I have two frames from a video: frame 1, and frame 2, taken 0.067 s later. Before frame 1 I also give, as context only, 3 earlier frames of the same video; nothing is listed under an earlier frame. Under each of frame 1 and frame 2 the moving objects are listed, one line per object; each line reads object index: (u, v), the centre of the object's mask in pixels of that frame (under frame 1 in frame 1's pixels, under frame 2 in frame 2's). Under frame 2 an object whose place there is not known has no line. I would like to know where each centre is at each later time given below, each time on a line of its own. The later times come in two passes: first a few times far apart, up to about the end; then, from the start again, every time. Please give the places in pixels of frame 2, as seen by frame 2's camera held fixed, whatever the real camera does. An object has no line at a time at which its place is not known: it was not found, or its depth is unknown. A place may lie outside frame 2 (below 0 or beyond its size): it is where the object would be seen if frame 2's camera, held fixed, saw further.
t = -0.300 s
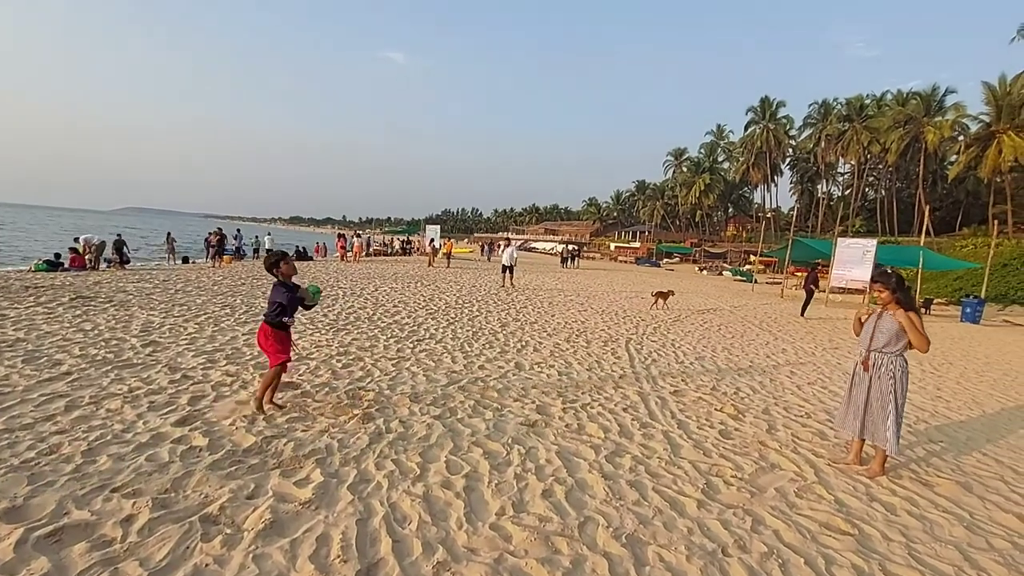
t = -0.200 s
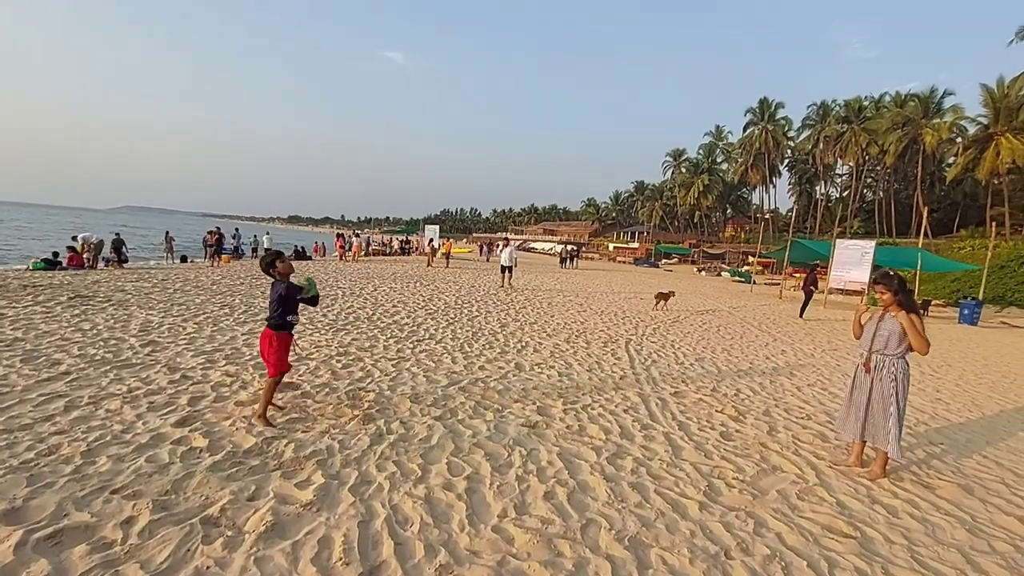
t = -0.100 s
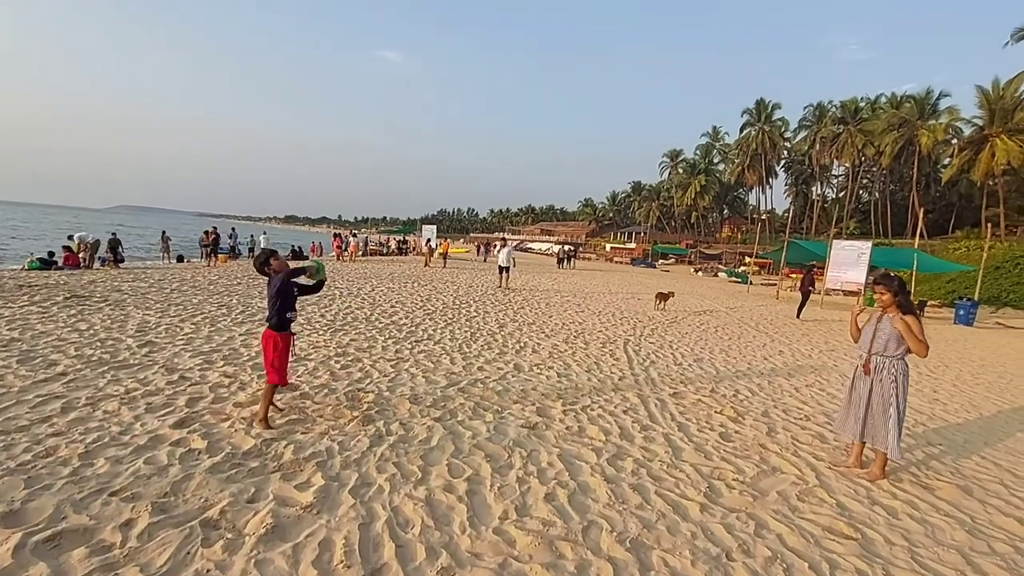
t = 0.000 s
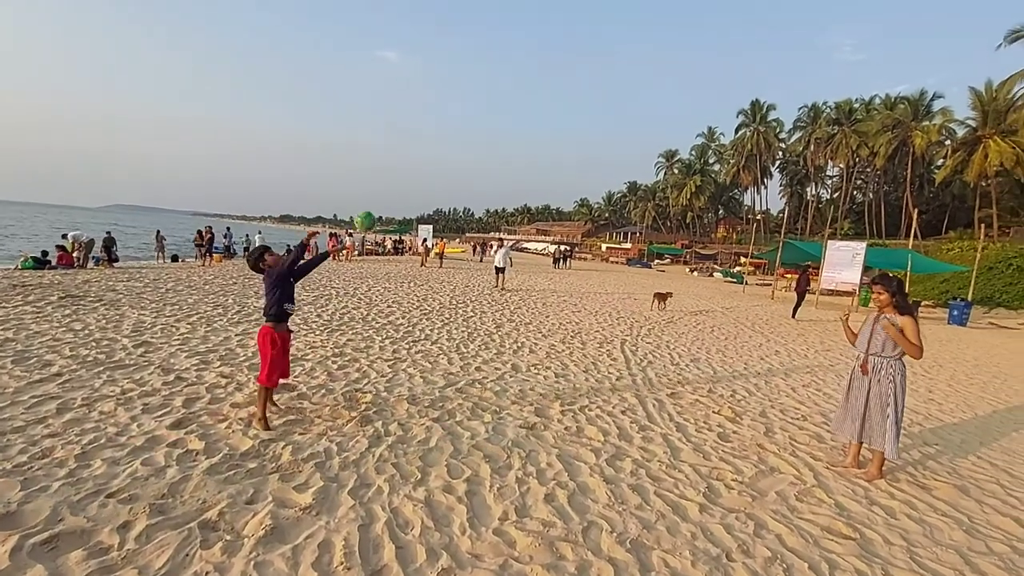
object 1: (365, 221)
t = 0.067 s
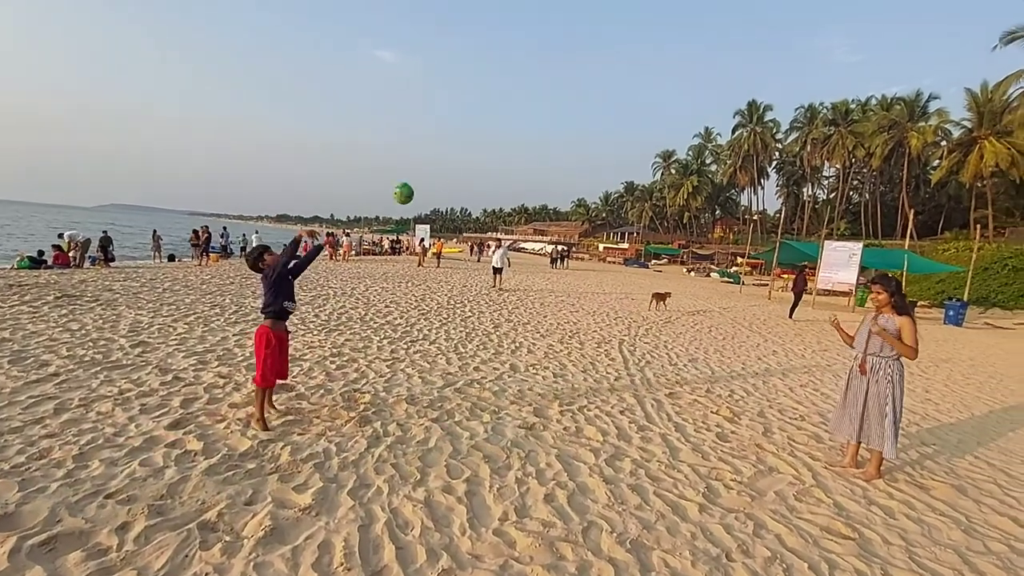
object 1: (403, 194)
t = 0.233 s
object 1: (501, 153)
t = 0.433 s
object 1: (610, 159)
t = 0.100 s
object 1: (423, 182)
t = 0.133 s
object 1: (443, 172)
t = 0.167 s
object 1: (462, 164)
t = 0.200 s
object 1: (482, 158)
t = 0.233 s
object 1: (501, 153)
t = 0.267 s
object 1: (520, 150)
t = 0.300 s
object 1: (538, 148)
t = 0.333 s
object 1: (556, 148)
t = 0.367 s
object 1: (574, 150)
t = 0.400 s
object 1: (592, 154)
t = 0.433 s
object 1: (610, 159)
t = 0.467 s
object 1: (627, 165)
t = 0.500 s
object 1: (646, 174)
